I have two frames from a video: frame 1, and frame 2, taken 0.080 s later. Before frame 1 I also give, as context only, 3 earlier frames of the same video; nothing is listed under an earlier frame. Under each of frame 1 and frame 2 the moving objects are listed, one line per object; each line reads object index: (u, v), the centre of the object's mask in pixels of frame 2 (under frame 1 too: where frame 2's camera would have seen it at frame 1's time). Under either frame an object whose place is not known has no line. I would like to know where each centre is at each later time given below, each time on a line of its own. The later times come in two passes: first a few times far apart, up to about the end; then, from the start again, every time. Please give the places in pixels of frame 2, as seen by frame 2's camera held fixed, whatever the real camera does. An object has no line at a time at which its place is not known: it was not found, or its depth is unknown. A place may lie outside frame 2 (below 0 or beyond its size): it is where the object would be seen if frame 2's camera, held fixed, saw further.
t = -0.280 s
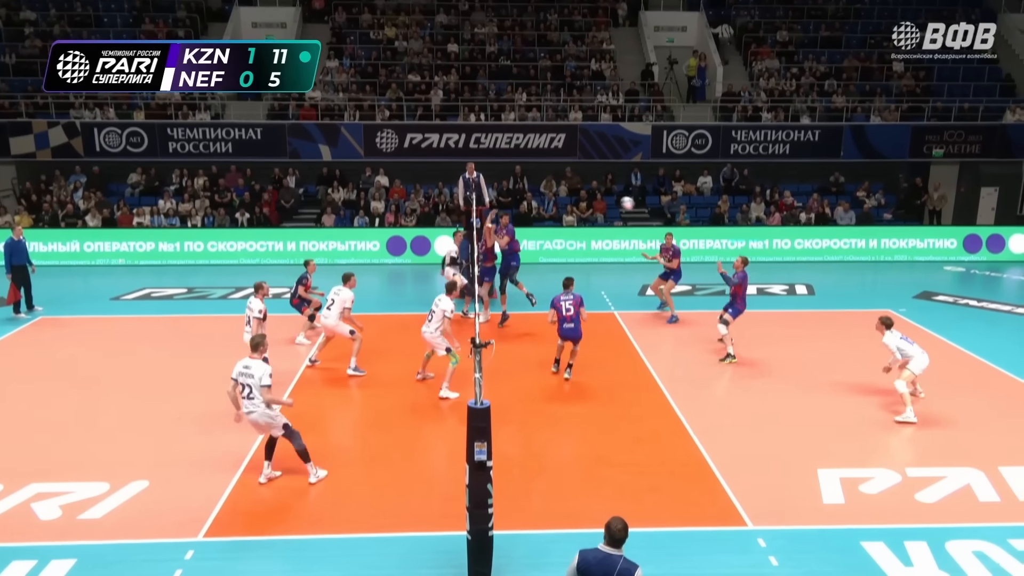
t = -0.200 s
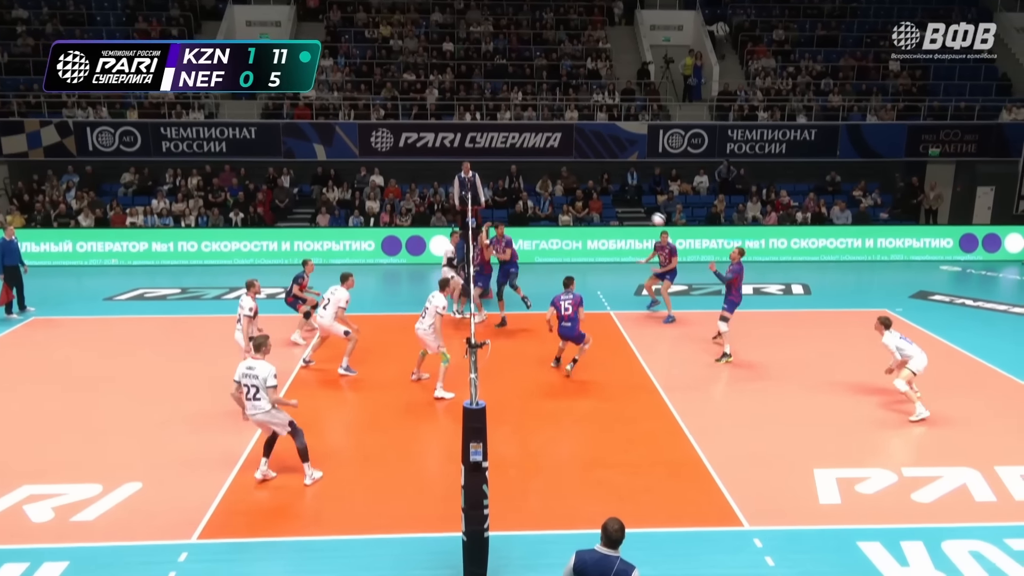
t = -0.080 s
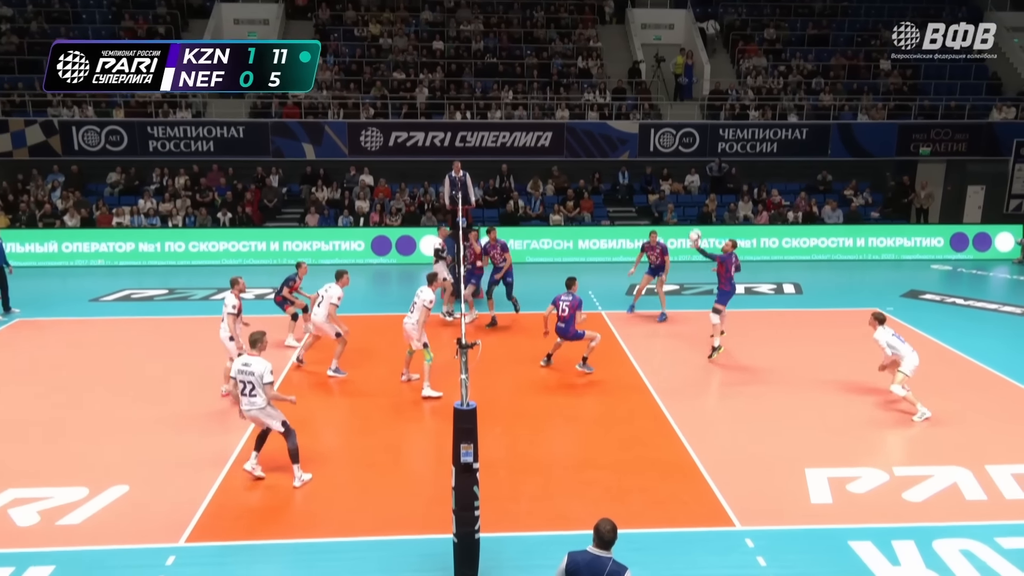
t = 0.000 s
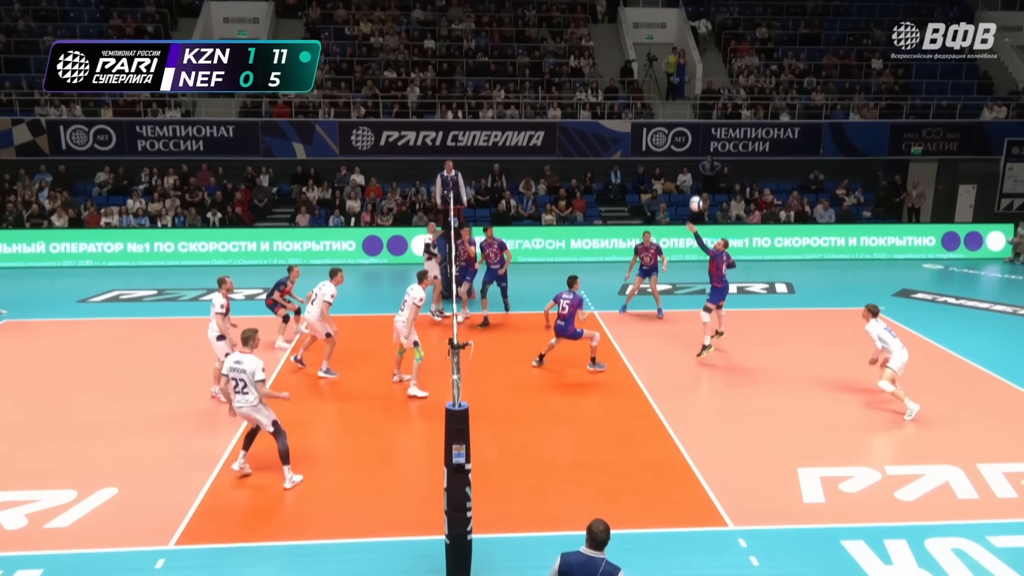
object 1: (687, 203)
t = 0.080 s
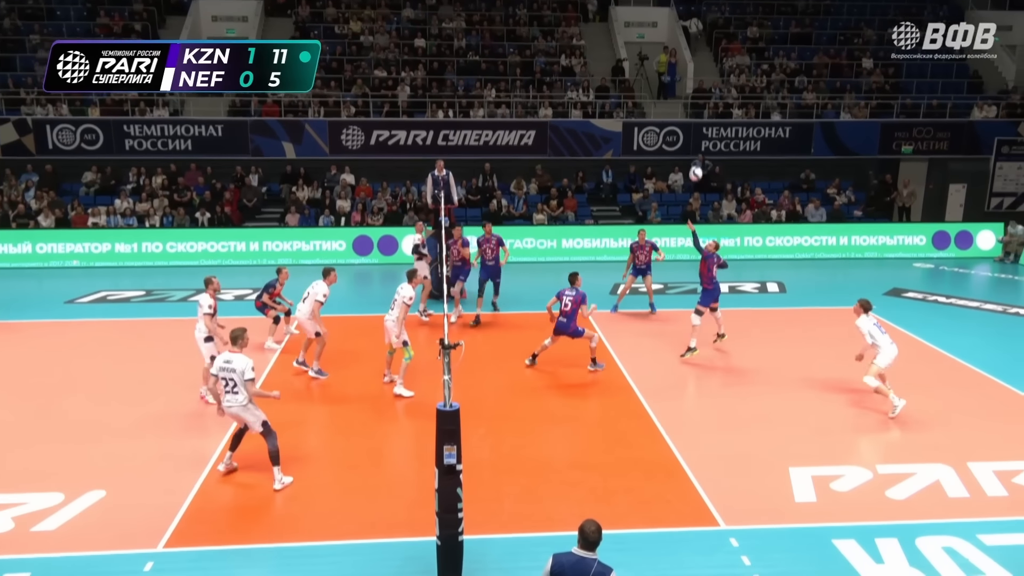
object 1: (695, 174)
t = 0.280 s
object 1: (715, 113)
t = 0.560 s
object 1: (742, 67)
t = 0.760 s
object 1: (760, 67)
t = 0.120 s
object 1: (699, 160)
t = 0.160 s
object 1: (703, 147)
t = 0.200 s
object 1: (707, 135)
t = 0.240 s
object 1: (711, 124)
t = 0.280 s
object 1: (715, 113)
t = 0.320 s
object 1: (719, 104)
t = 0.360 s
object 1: (722, 95)
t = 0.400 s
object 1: (726, 88)
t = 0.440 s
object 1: (730, 81)
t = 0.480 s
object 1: (734, 75)
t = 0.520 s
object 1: (738, 71)
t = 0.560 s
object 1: (742, 67)
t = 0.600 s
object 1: (746, 65)
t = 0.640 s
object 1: (750, 64)
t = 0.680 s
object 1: (753, 64)
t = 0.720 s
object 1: (757, 64)
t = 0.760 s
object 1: (760, 67)
